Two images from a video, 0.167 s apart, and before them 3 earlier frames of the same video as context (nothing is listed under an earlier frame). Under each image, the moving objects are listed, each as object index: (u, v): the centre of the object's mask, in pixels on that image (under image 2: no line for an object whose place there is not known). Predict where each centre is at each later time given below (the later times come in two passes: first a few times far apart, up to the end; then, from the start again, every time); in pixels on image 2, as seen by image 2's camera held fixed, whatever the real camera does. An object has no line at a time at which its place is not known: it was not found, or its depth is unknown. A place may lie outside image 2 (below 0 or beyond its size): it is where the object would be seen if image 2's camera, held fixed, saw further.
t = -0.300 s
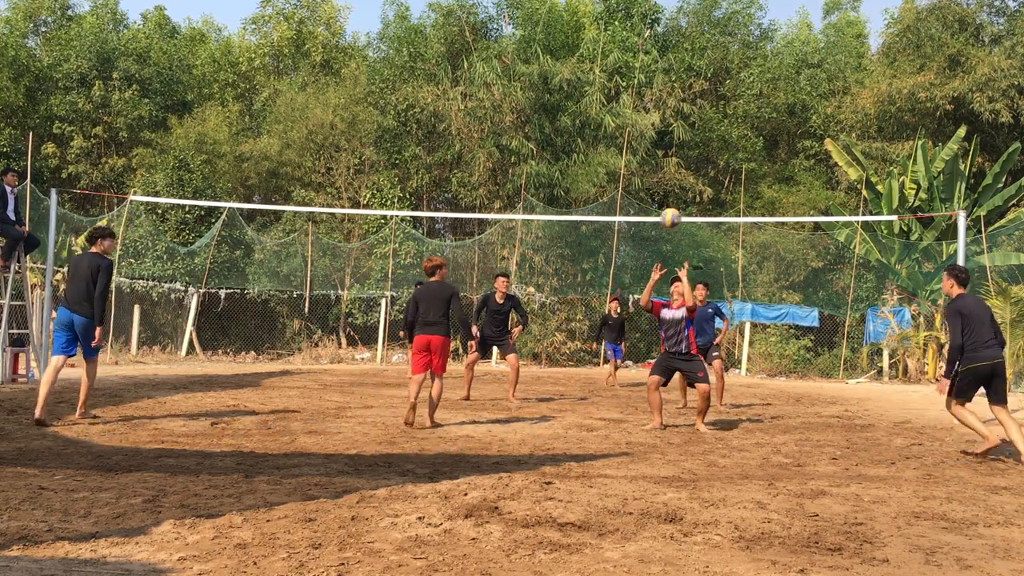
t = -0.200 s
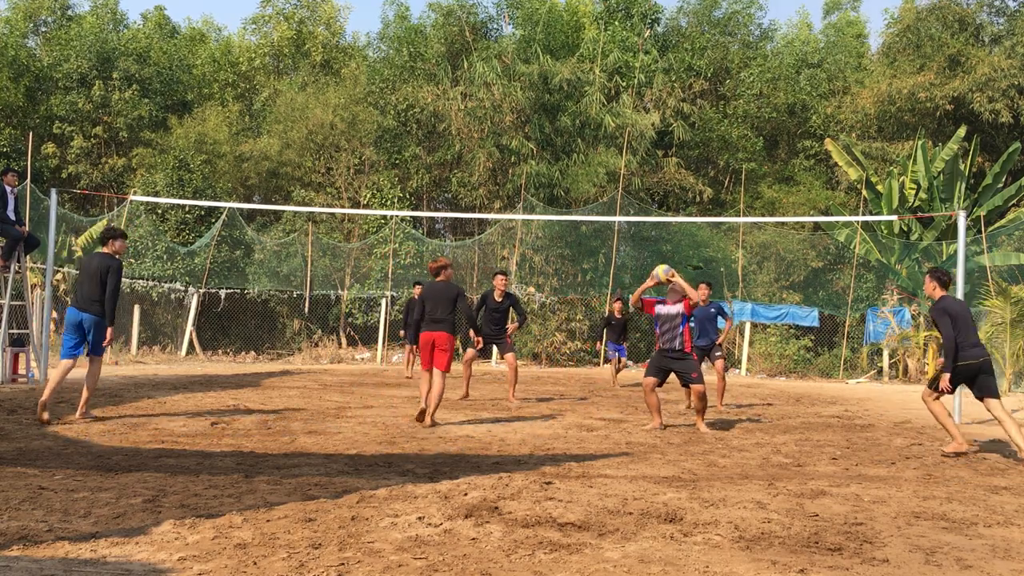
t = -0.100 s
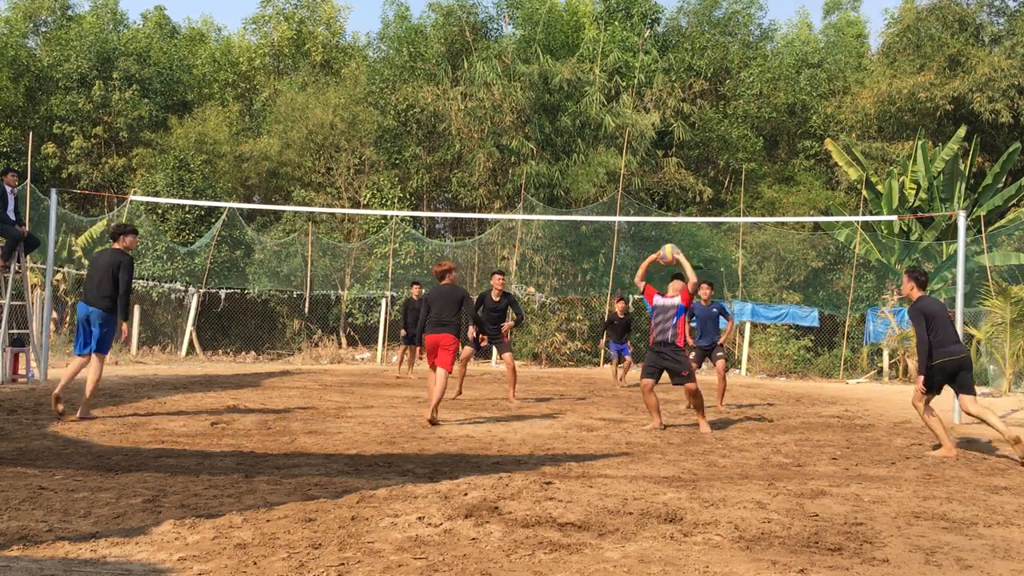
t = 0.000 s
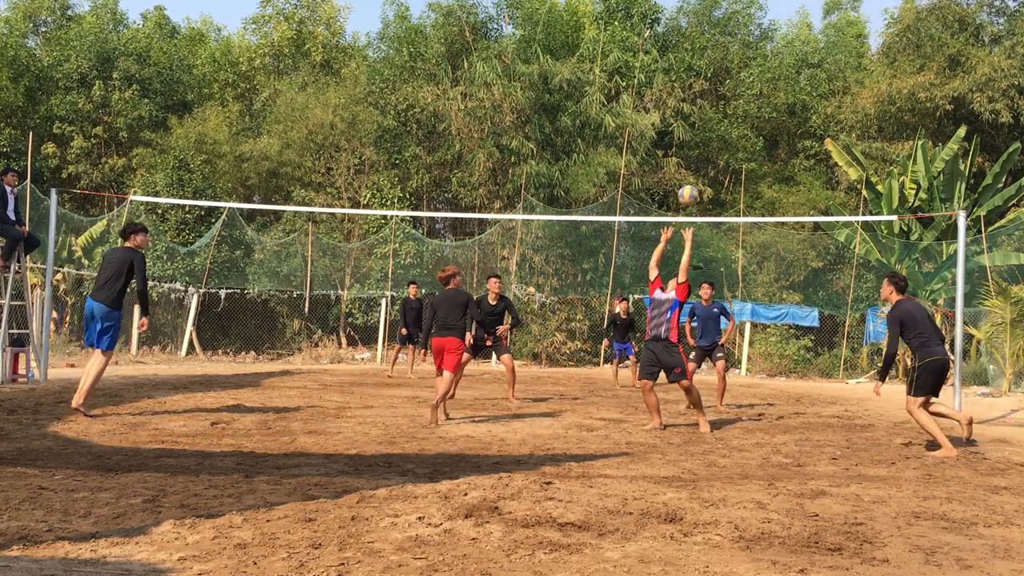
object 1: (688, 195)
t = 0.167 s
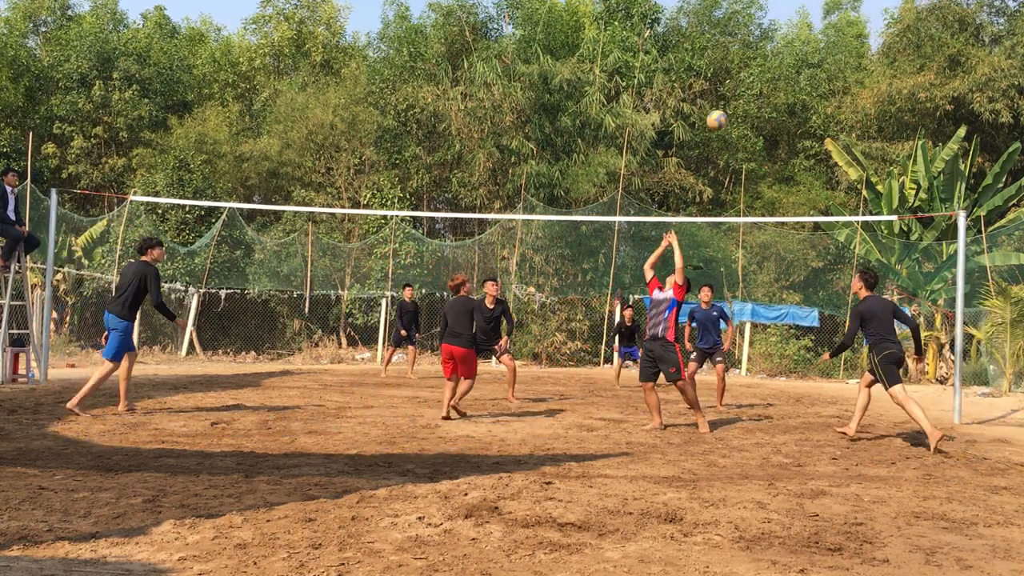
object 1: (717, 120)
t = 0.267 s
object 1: (732, 89)
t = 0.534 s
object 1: (771, 58)
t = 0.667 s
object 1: (789, 67)
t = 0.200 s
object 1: (722, 109)
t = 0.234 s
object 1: (726, 98)
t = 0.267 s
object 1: (732, 89)
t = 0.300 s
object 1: (737, 81)
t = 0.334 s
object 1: (742, 75)
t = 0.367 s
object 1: (747, 70)
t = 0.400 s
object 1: (752, 65)
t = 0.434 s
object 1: (757, 62)
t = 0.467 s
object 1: (762, 59)
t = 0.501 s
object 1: (767, 58)
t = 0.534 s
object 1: (771, 58)
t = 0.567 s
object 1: (775, 59)
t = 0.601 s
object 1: (780, 61)
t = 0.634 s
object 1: (785, 63)
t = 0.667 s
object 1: (789, 67)
